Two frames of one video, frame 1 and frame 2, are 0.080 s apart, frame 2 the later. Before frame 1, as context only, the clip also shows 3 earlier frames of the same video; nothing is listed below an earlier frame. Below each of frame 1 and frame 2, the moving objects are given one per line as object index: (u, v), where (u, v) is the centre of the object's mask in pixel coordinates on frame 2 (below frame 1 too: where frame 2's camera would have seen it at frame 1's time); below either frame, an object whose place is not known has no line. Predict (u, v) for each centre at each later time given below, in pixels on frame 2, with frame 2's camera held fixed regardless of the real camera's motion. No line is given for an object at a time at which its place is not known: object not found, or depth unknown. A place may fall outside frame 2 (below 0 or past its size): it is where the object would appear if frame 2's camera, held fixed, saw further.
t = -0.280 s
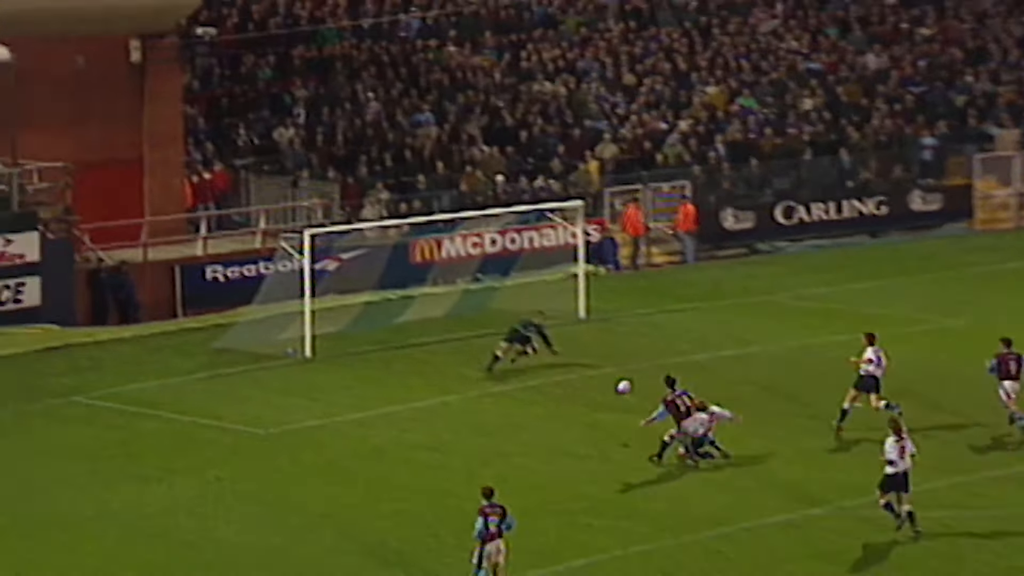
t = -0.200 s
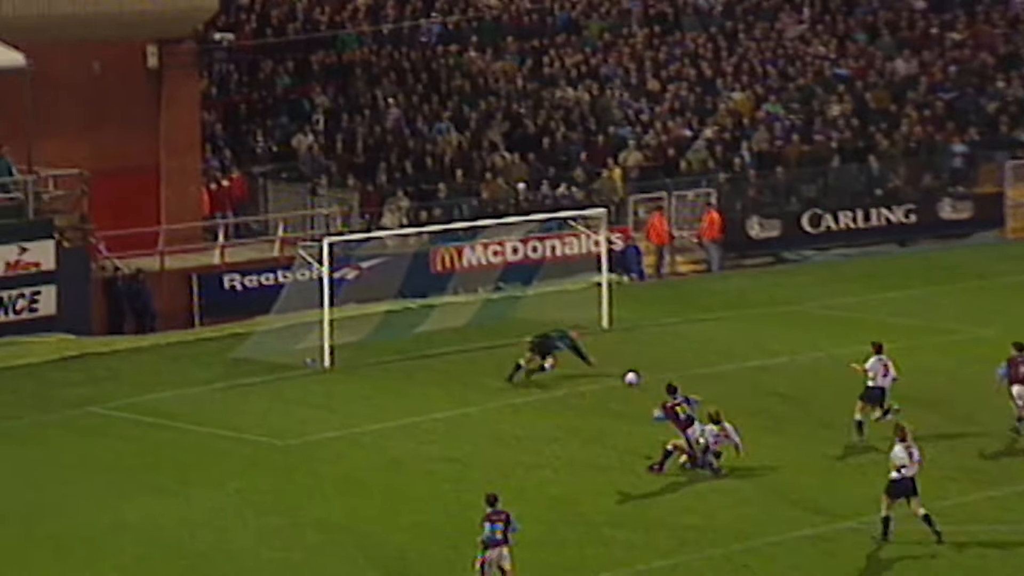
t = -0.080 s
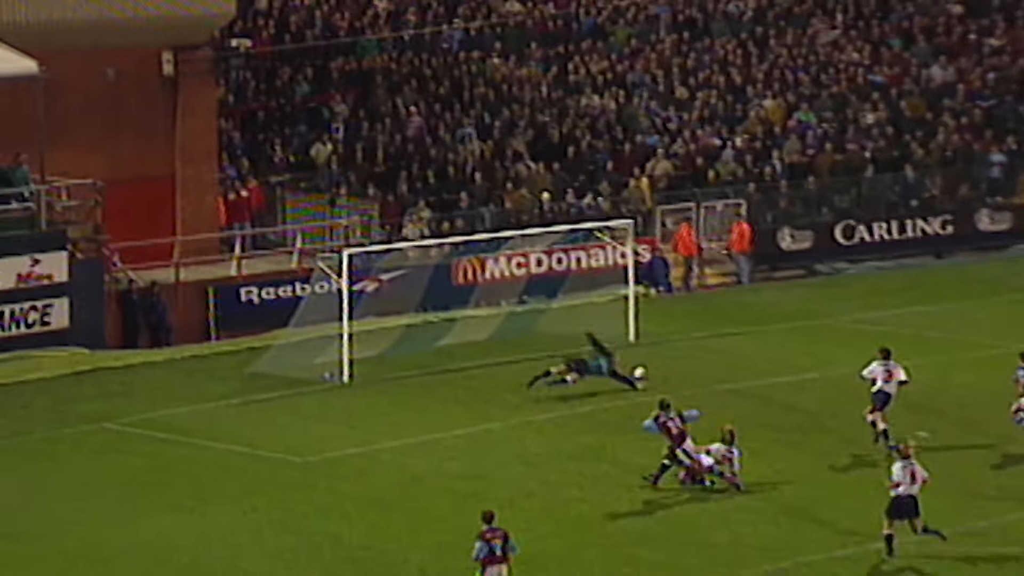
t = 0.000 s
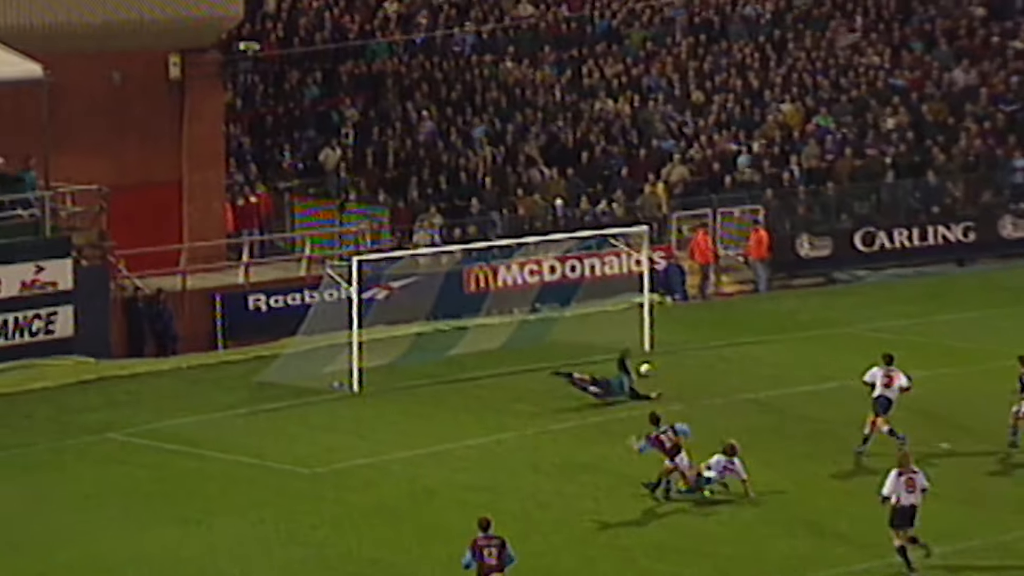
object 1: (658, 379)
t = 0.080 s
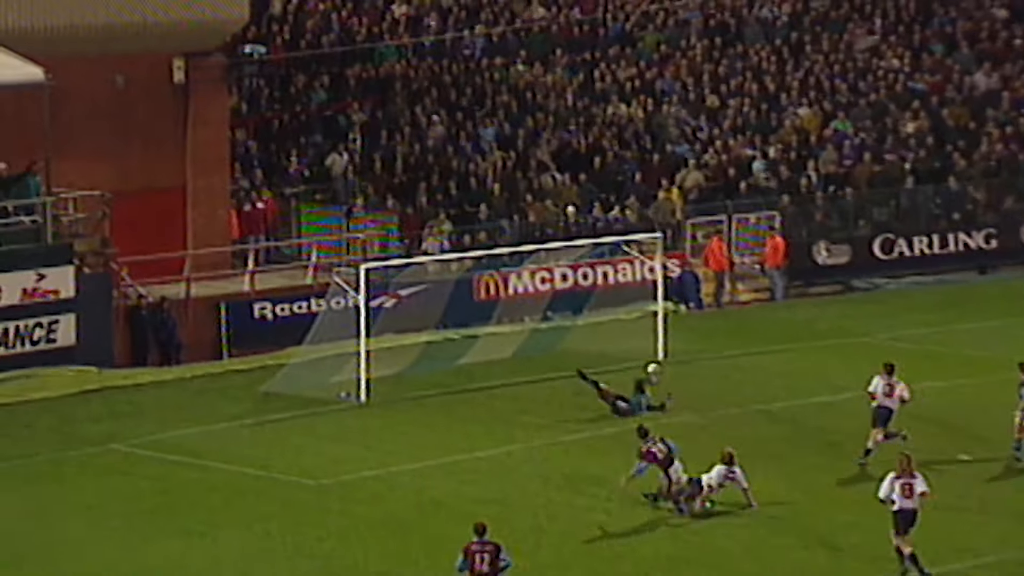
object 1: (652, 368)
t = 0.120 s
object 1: (650, 362)
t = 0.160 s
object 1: (648, 356)
